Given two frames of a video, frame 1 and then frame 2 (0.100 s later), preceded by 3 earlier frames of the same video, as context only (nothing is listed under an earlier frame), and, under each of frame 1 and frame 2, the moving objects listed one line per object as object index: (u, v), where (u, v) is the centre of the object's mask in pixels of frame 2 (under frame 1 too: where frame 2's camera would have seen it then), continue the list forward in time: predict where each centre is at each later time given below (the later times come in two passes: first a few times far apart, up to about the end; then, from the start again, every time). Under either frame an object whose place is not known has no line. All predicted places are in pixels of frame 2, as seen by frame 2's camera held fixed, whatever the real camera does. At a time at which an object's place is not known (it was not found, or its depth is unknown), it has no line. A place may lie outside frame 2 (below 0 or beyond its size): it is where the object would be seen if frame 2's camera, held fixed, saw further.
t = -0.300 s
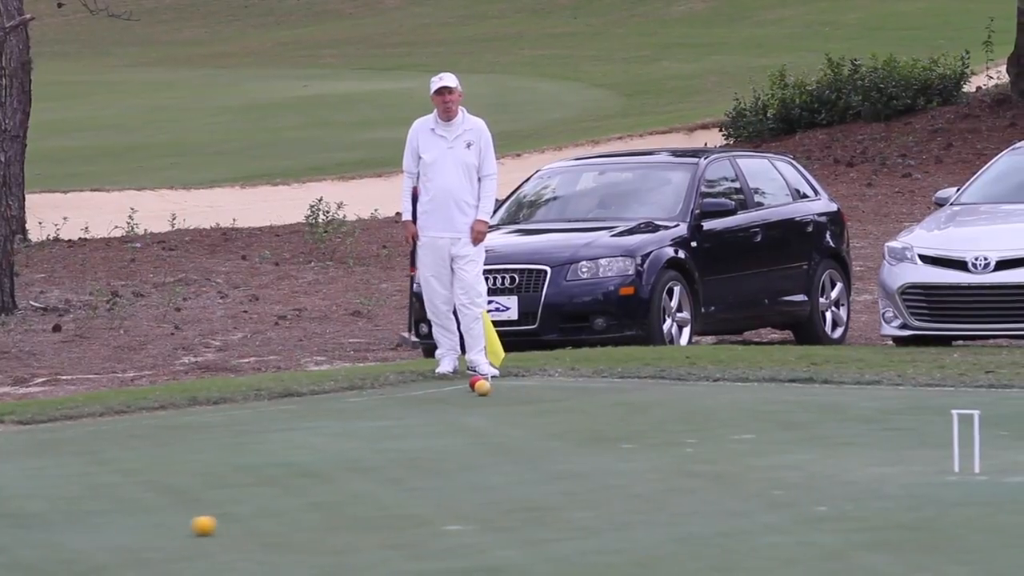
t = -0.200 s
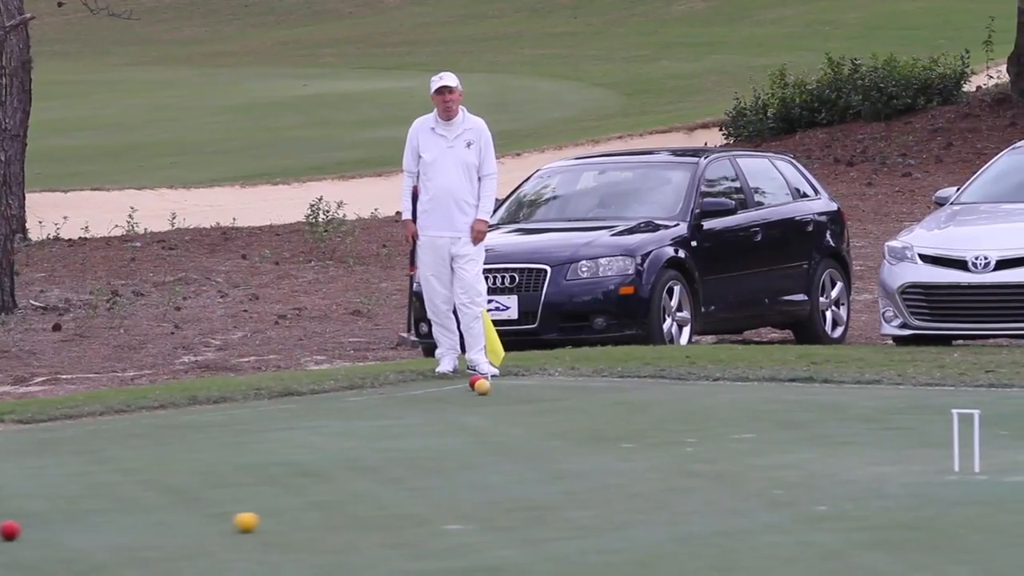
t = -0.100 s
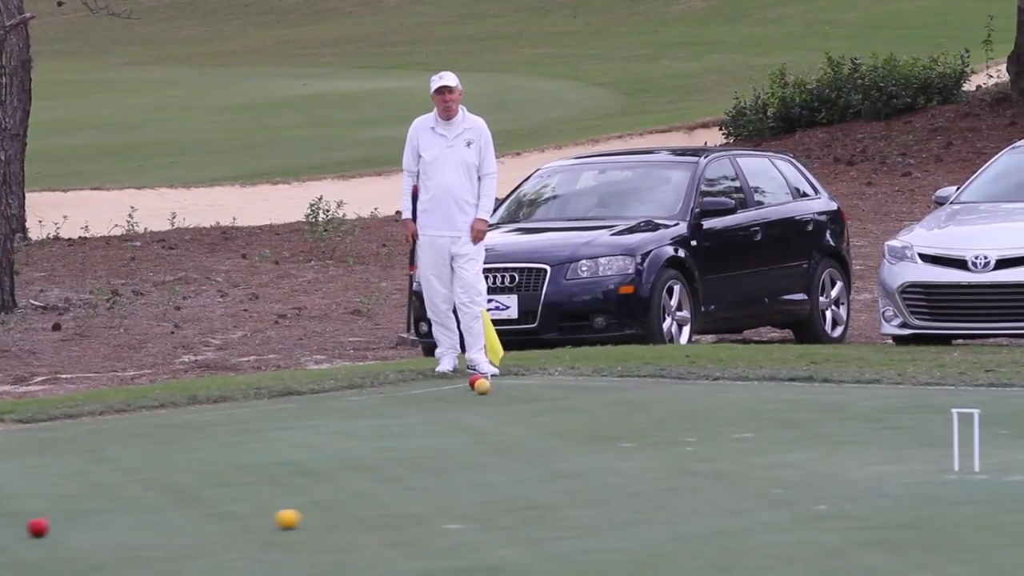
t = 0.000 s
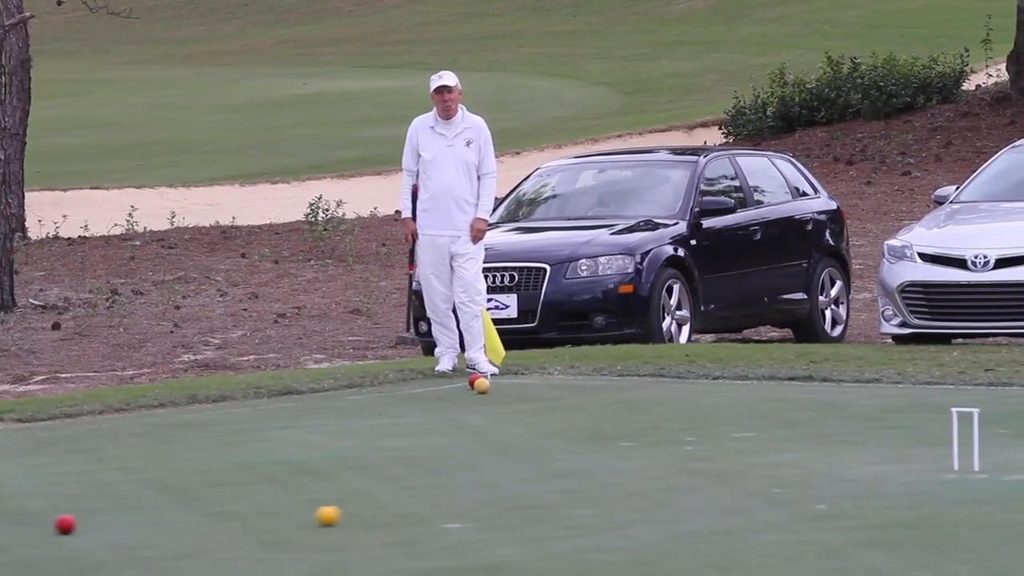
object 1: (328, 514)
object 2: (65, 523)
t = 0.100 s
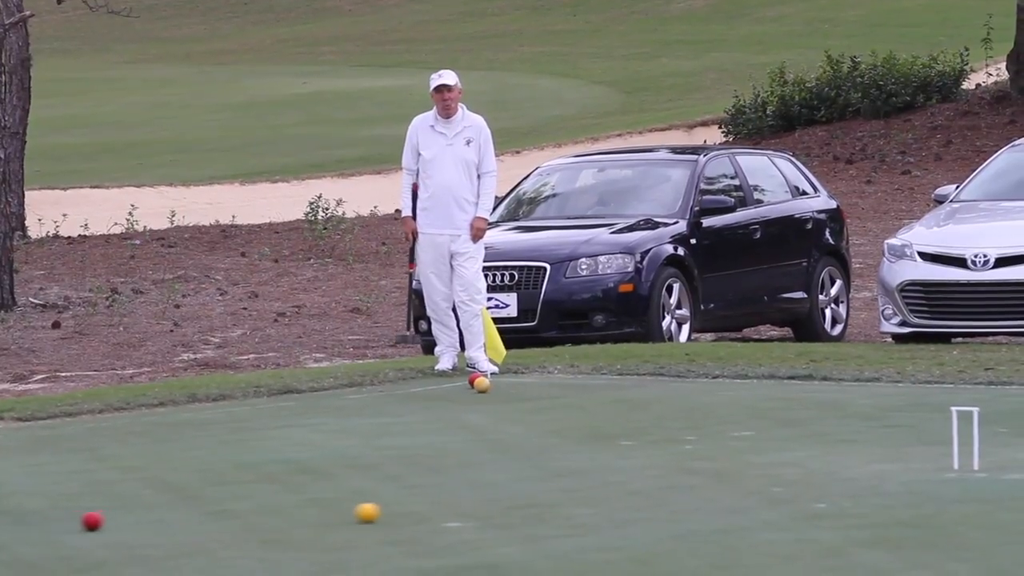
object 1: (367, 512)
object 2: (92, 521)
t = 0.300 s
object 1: (444, 507)
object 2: (144, 516)
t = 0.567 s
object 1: (538, 501)
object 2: (207, 510)
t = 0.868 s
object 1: (637, 495)
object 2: (273, 505)
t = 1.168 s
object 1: (729, 490)
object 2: (332, 500)
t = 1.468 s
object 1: (815, 485)
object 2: (386, 495)
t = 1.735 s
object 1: (888, 482)
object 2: (429, 492)
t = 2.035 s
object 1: (963, 477)
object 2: (472, 489)
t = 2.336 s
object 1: (1032, 473)
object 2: (510, 486)
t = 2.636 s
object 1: (1095, 470)
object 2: (541, 484)
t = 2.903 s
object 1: (1150, 470)
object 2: (564, 478)
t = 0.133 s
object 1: (380, 511)
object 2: (101, 519)
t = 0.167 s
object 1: (393, 510)
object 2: (110, 519)
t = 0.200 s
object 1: (406, 510)
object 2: (118, 518)
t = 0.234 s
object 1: (418, 509)
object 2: (126, 517)
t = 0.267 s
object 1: (431, 508)
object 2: (135, 517)
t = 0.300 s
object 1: (444, 507)
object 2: (144, 516)
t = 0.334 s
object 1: (456, 507)
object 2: (152, 515)
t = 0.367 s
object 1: (468, 505)
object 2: (159, 515)
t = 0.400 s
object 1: (480, 505)
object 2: (168, 514)
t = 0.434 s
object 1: (492, 504)
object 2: (176, 513)
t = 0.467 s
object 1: (503, 503)
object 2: (184, 512)
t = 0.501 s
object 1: (516, 503)
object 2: (192, 512)
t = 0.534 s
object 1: (527, 502)
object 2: (199, 511)
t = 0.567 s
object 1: (538, 501)
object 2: (207, 510)
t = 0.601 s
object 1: (549, 500)
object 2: (214, 510)
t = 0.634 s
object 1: (560, 500)
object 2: (222, 509)
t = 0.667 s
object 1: (572, 499)
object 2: (229, 509)
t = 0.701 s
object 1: (583, 498)
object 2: (237, 508)
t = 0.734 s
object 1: (594, 498)
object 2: (244, 508)
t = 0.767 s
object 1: (605, 497)
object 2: (251, 507)
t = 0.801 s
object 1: (616, 497)
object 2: (259, 507)
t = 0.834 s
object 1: (626, 496)
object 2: (266, 506)
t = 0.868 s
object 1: (637, 495)
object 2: (273, 505)
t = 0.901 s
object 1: (647, 495)
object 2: (279, 504)
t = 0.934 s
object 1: (658, 494)
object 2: (286, 504)
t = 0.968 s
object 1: (669, 493)
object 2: (293, 503)
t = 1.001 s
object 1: (679, 493)
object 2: (300, 503)
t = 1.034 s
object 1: (689, 492)
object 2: (307, 502)
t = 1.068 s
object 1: (699, 491)
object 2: (314, 501)
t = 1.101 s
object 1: (709, 491)
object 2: (320, 501)
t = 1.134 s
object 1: (719, 491)
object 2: (326, 500)
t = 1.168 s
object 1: (729, 490)
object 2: (332, 500)
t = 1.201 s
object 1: (739, 489)
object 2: (338, 500)
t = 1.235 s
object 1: (749, 489)
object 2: (345, 499)
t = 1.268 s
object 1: (759, 488)
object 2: (351, 499)
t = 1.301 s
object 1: (768, 488)
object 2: (357, 498)
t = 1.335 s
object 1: (778, 487)
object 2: (363, 498)
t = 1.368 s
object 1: (787, 487)
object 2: (368, 497)
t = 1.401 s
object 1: (797, 486)
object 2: (374, 497)
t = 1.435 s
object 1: (806, 486)
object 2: (380, 496)
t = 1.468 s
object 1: (815, 485)
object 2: (386, 495)
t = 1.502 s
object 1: (825, 485)
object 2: (391, 495)
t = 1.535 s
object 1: (834, 484)
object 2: (397, 495)
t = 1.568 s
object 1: (843, 484)
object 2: (402, 494)
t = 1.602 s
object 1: (853, 484)
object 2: (408, 494)
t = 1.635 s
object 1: (861, 483)
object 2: (413, 493)
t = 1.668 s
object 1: (870, 483)
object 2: (418, 493)
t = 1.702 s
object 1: (879, 482)
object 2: (423, 493)
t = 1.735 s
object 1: (888, 482)
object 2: (429, 492)
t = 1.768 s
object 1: (896, 481)
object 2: (434, 492)
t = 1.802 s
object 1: (905, 481)
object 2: (439, 492)
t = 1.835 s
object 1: (914, 480)
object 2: (444, 491)
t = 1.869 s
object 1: (922, 479)
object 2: (449, 491)
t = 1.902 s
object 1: (930, 479)
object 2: (453, 490)
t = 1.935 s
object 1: (938, 479)
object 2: (458, 490)
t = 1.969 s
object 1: (947, 478)
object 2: (463, 489)
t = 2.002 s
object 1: (955, 477)
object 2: (467, 489)
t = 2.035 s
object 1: (963, 477)
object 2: (472, 489)
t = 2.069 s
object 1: (971, 477)
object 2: (477, 488)
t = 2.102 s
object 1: (979, 476)
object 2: (481, 488)
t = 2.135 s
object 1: (987, 476)
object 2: (485, 488)
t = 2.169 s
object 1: (995, 475)
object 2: (489, 488)
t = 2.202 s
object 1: (1002, 475)
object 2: (493, 488)
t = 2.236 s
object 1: (1010, 475)
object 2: (497, 487)
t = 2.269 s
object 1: (1017, 474)
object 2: (502, 487)
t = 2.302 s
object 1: (1025, 473)
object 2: (505, 487)
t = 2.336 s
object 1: (1032, 473)
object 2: (510, 486)
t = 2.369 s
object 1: (1039, 472)
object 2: (514, 486)
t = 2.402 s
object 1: (1046, 472)
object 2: (517, 486)
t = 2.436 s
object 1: (1052, 472)
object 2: (521, 486)
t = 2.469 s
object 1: (1059, 471)
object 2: (525, 485)
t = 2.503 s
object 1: (1066, 471)
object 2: (528, 485)
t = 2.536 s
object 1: (1073, 471)
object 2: (532, 485)
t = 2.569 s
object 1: (1080, 471)
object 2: (535, 484)
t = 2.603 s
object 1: (1087, 470)
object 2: (538, 484)
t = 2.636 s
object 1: (1095, 470)
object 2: (541, 484)
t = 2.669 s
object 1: (1101, 470)
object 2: (544, 483)
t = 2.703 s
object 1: (1109, 470)
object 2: (547, 482)
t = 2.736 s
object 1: (1117, 470)
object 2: (550, 481)
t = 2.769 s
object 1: (1123, 470)
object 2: (553, 481)
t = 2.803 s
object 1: (1131, 470)
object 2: (555, 480)
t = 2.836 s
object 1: (1138, 470)
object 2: (557, 480)
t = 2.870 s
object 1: (1144, 470)
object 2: (560, 480)
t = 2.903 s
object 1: (1150, 470)
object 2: (564, 478)
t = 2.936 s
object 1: (1155, 468)
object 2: (569, 477)
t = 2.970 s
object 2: (575, 475)
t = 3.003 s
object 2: (581, 474)
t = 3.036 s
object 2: (584, 472)
